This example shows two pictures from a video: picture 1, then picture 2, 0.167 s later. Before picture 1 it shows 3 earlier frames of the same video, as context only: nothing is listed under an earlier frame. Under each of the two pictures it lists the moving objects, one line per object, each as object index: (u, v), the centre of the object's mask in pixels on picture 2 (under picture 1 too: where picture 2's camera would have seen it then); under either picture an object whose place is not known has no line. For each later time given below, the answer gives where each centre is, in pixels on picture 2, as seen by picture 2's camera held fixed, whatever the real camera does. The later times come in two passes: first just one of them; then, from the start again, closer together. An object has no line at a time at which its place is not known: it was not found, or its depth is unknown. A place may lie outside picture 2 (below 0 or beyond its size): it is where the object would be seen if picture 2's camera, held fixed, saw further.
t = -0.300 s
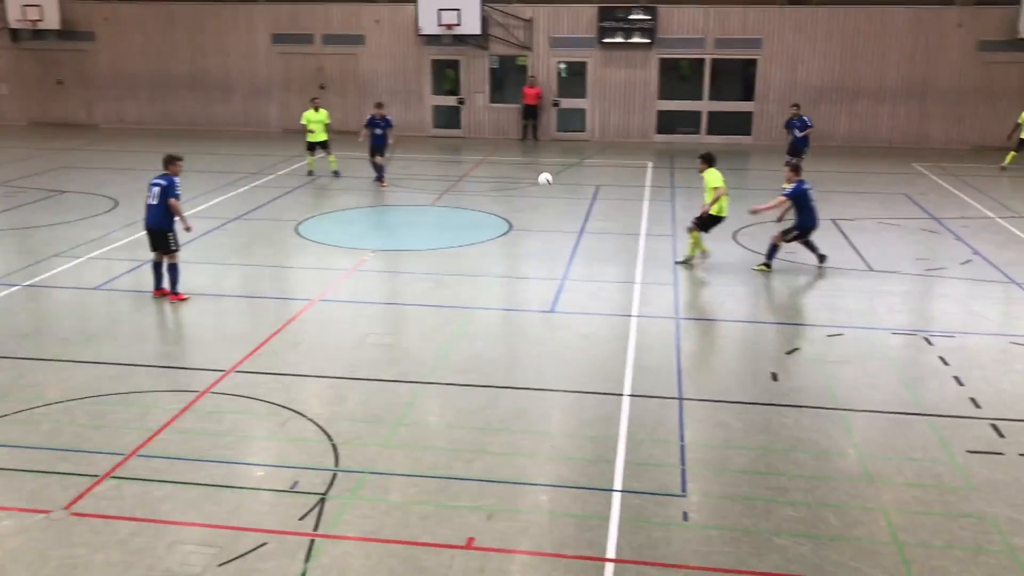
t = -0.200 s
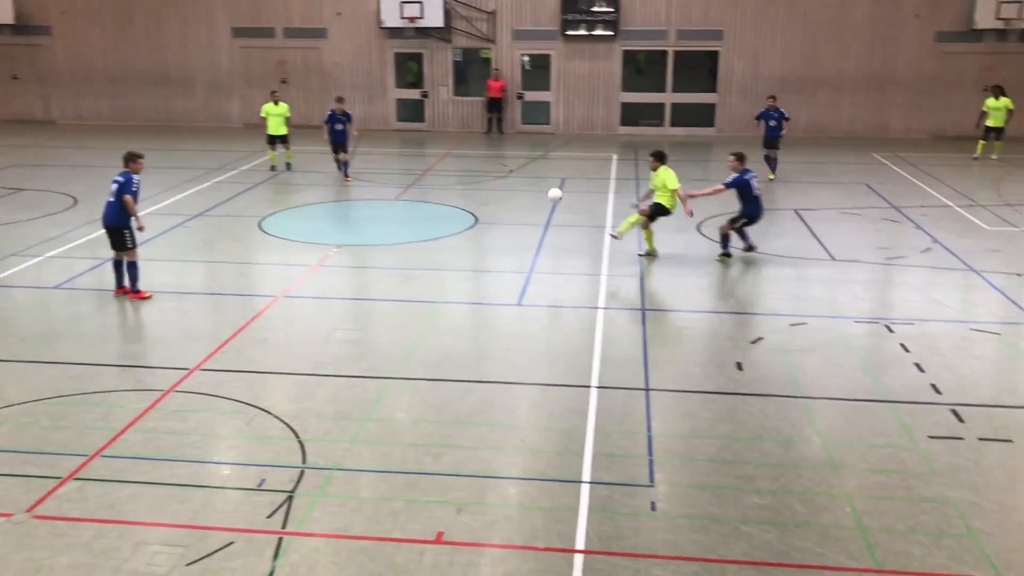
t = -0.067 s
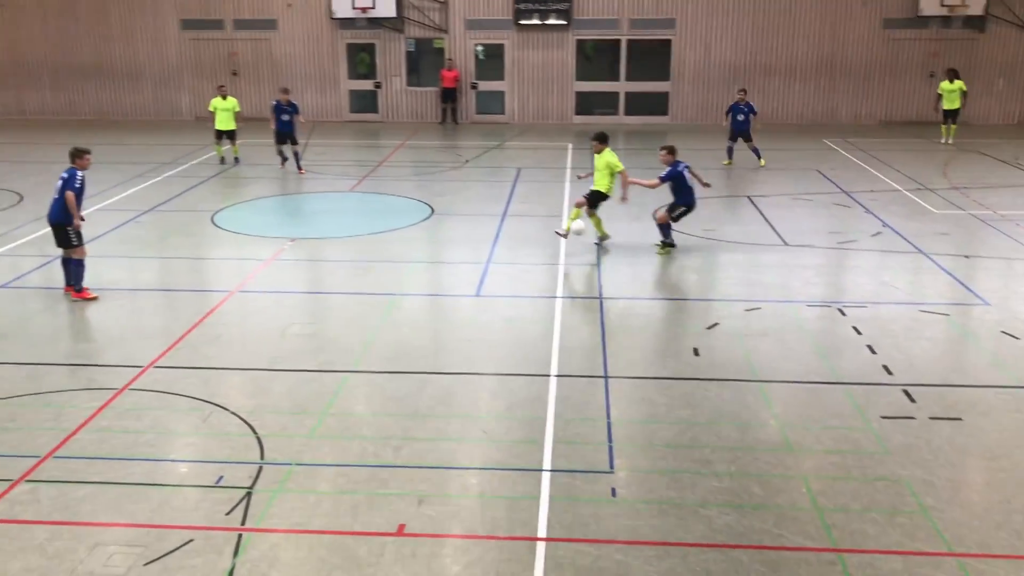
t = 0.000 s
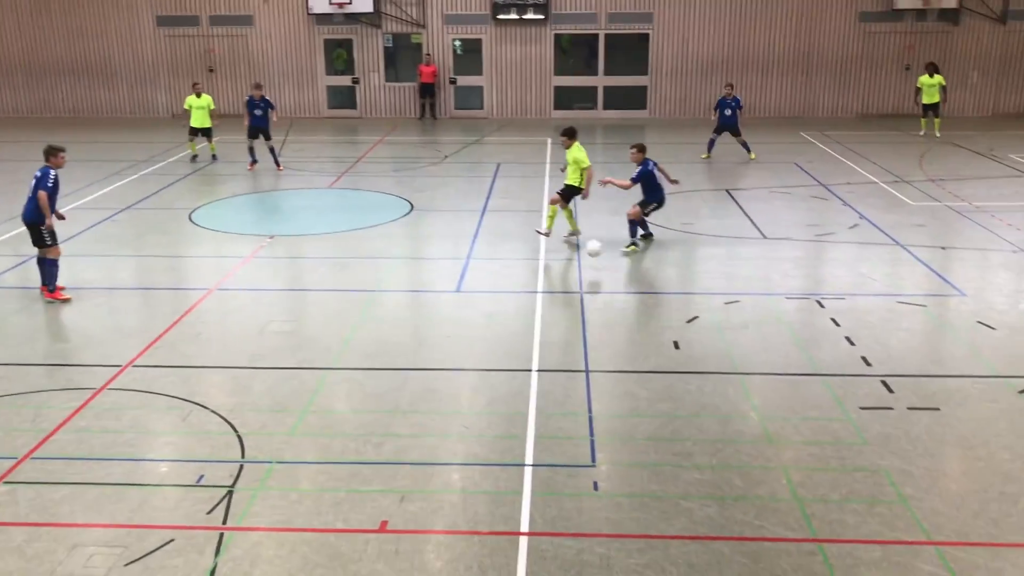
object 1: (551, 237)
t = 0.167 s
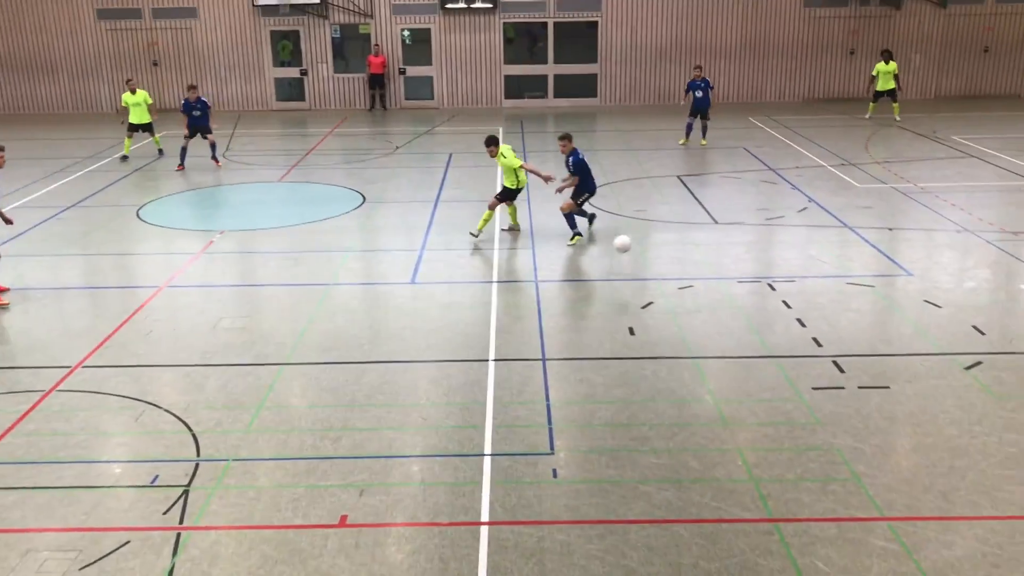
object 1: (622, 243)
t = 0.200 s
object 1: (636, 242)
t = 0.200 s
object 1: (636, 242)
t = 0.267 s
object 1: (664, 241)
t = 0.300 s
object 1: (679, 242)
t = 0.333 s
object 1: (694, 244)
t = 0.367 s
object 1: (709, 247)
